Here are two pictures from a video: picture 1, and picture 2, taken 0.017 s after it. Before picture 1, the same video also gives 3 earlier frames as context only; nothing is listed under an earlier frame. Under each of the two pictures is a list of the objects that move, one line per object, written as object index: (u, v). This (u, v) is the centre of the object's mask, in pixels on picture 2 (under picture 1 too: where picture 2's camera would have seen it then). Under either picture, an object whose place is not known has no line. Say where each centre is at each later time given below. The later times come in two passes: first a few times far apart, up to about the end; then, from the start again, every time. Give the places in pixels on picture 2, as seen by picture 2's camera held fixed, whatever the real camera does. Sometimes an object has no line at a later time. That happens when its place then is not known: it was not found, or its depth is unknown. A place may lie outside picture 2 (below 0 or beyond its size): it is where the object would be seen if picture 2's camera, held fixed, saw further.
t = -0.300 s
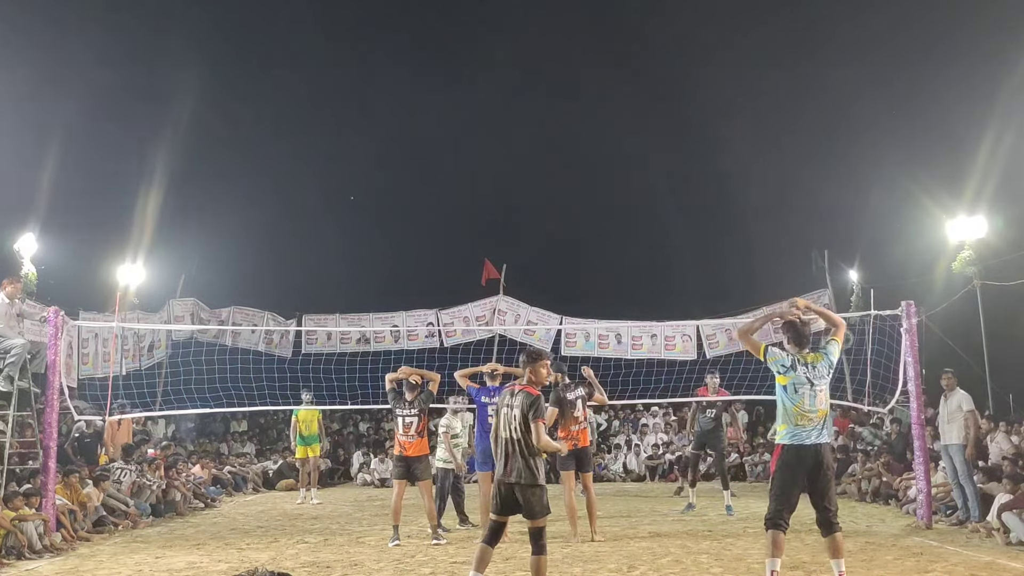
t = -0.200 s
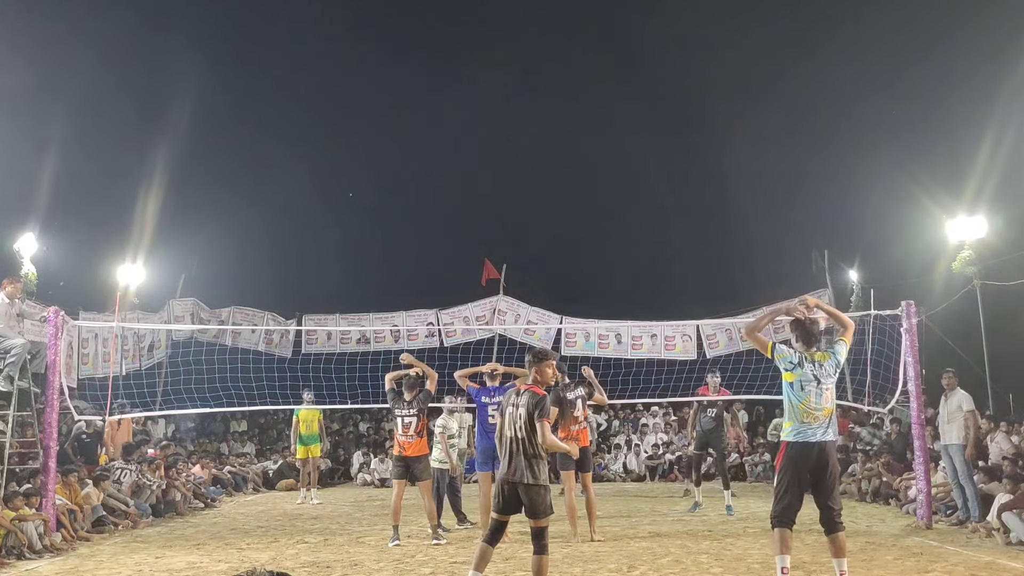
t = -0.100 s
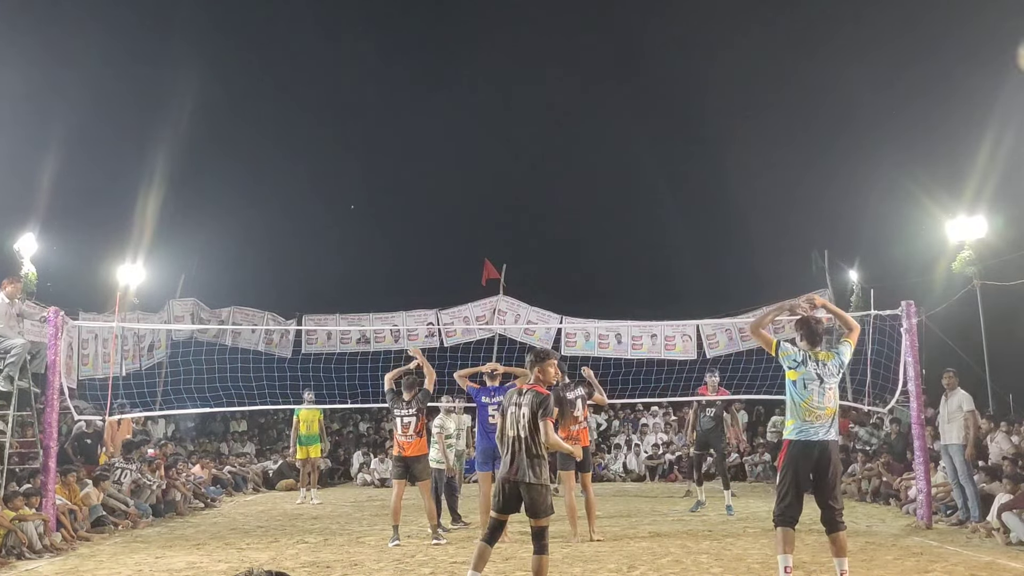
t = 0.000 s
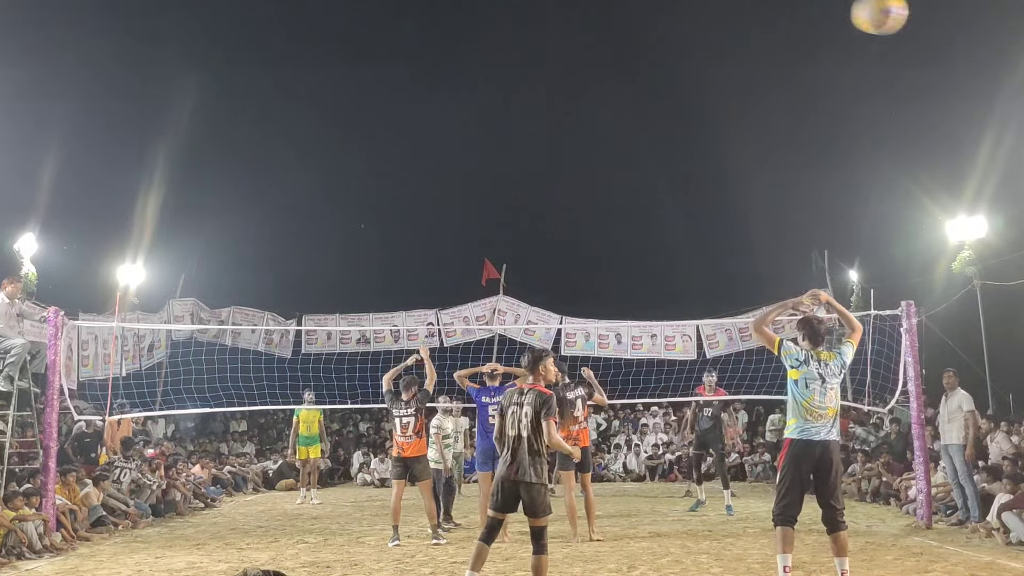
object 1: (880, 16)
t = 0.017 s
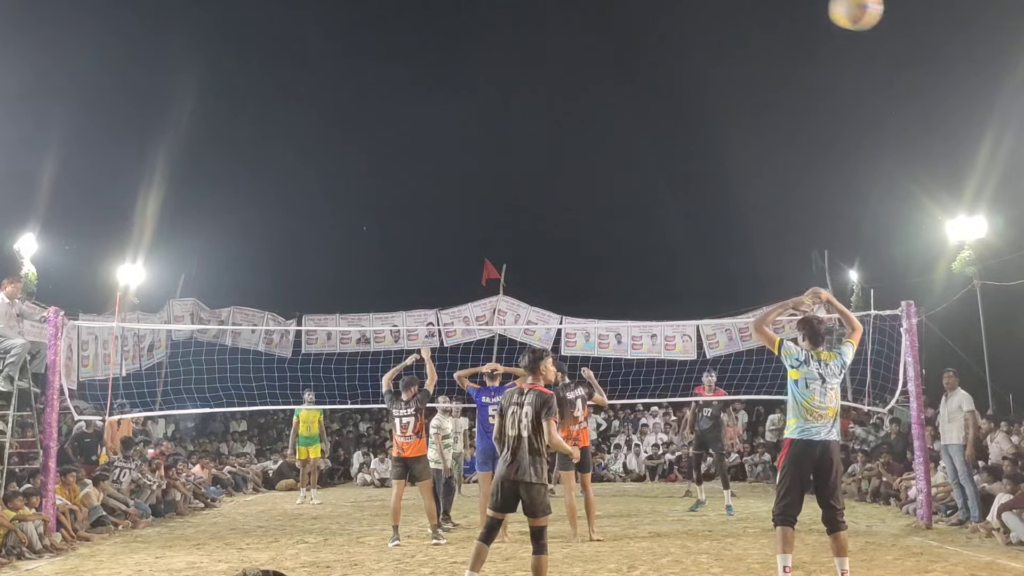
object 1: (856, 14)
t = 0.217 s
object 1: (650, 8)
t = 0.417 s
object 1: (531, 47)
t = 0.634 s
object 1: (447, 126)
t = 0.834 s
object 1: (395, 214)
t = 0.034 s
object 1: (833, 12)
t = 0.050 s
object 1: (812, 10)
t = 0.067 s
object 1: (792, 9)
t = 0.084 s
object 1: (773, 8)
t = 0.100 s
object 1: (754, 7)
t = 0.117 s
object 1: (737, 6)
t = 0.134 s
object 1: (721, 6)
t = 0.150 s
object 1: (705, 6)
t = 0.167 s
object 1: (691, 6)
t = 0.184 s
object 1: (677, 7)
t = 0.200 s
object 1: (663, 7)
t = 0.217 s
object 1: (650, 8)
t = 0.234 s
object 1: (638, 9)
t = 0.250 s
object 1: (627, 10)
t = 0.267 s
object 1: (615, 11)
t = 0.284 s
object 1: (605, 13)
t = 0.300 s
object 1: (594, 16)
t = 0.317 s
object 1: (584, 19)
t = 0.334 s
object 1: (575, 24)
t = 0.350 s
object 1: (565, 27)
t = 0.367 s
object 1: (556, 32)
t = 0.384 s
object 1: (548, 37)
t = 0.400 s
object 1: (539, 42)
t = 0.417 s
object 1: (531, 47)
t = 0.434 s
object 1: (523, 52)
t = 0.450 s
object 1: (516, 58)
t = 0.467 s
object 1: (508, 63)
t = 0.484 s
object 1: (501, 69)
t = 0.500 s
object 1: (494, 75)
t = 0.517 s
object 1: (488, 81)
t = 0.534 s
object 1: (481, 87)
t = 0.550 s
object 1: (475, 93)
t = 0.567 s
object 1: (469, 99)
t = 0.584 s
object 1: (464, 106)
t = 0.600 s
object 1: (458, 113)
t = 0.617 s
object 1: (453, 119)
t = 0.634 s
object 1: (447, 126)
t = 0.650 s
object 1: (442, 133)
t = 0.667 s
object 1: (437, 140)
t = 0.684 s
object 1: (433, 147)
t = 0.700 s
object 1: (428, 154)
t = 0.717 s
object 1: (423, 162)
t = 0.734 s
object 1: (419, 169)
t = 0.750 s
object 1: (414, 177)
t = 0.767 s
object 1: (410, 184)
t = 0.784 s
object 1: (406, 192)
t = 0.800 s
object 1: (403, 199)
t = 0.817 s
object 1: (399, 207)
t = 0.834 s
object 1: (395, 214)
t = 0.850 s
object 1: (392, 222)
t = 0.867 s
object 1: (388, 230)
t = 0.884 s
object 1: (385, 238)
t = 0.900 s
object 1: (382, 246)
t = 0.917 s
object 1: (378, 254)
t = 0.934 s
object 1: (375, 262)
